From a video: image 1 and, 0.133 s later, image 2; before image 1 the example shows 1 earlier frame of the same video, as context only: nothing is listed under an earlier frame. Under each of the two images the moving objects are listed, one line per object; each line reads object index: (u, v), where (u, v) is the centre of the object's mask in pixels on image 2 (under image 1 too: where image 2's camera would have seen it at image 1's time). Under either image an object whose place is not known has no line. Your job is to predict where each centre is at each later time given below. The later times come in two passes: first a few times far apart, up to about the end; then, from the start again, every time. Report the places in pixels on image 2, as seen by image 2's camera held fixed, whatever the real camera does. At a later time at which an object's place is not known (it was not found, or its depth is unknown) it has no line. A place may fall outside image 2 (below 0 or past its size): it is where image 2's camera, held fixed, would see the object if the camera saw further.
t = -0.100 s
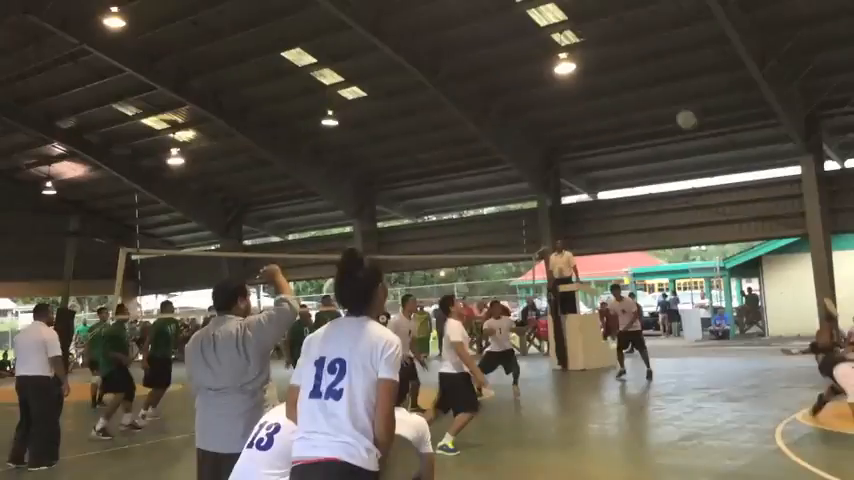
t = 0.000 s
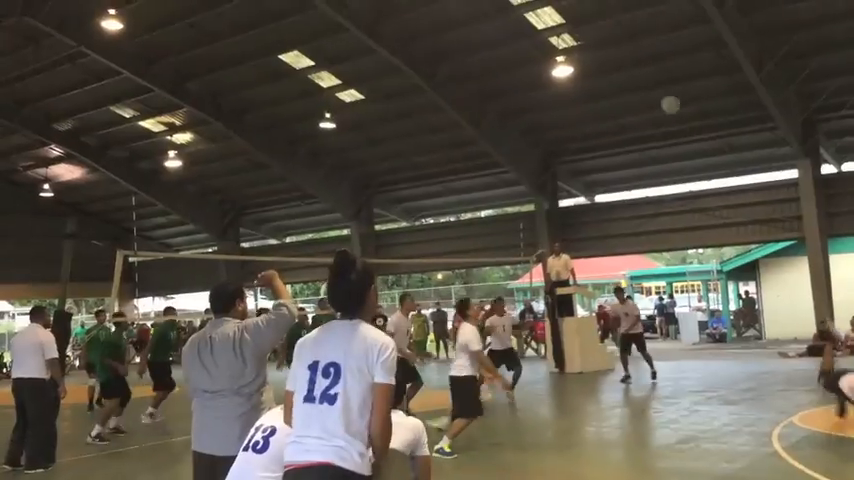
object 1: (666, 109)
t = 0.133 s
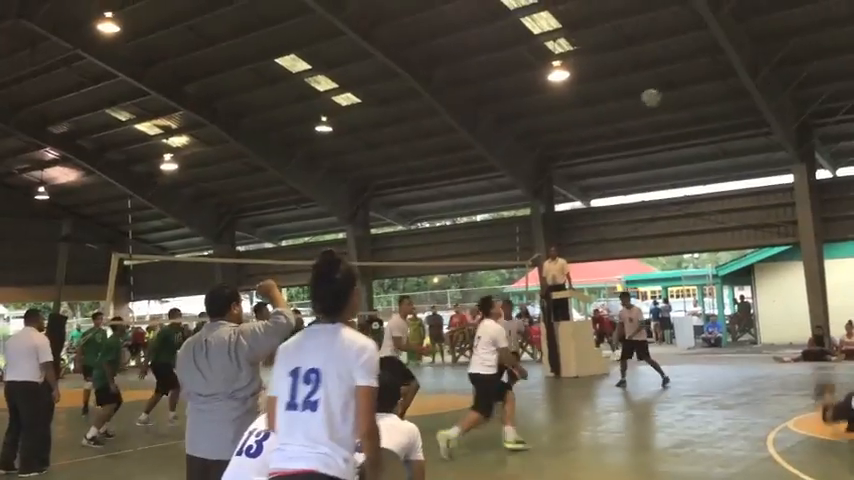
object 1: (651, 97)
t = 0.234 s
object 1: (640, 98)
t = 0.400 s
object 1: (624, 115)
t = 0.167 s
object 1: (648, 96)
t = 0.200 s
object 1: (644, 97)
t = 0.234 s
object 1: (640, 98)
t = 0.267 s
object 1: (637, 99)
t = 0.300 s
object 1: (634, 102)
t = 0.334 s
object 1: (630, 105)
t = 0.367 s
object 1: (627, 110)
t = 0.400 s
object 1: (624, 115)
